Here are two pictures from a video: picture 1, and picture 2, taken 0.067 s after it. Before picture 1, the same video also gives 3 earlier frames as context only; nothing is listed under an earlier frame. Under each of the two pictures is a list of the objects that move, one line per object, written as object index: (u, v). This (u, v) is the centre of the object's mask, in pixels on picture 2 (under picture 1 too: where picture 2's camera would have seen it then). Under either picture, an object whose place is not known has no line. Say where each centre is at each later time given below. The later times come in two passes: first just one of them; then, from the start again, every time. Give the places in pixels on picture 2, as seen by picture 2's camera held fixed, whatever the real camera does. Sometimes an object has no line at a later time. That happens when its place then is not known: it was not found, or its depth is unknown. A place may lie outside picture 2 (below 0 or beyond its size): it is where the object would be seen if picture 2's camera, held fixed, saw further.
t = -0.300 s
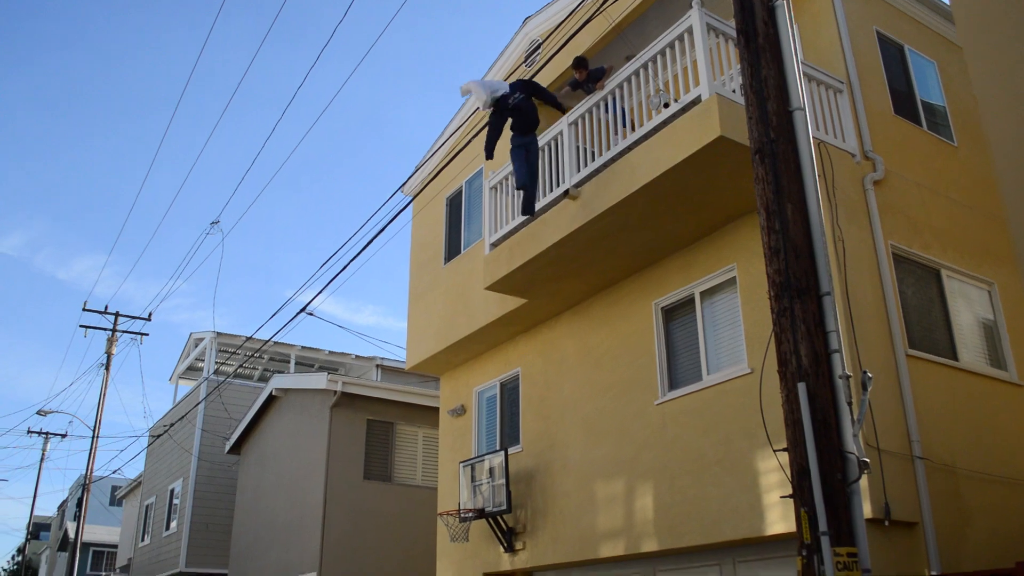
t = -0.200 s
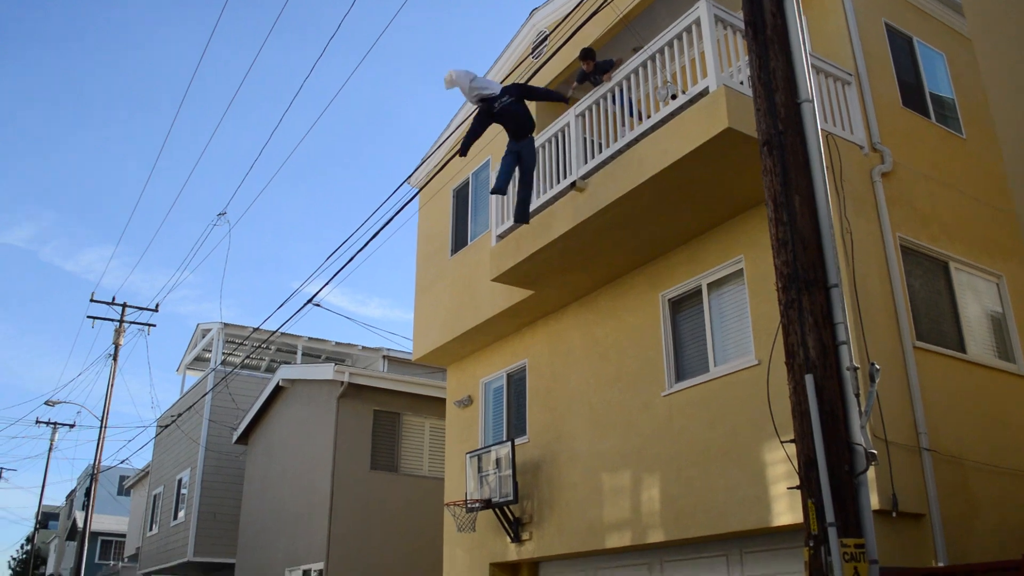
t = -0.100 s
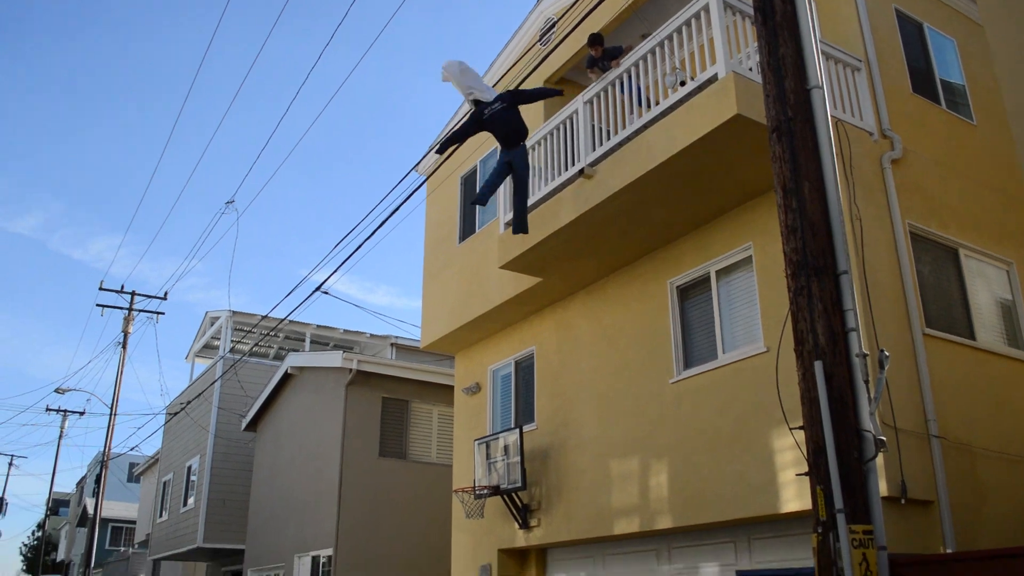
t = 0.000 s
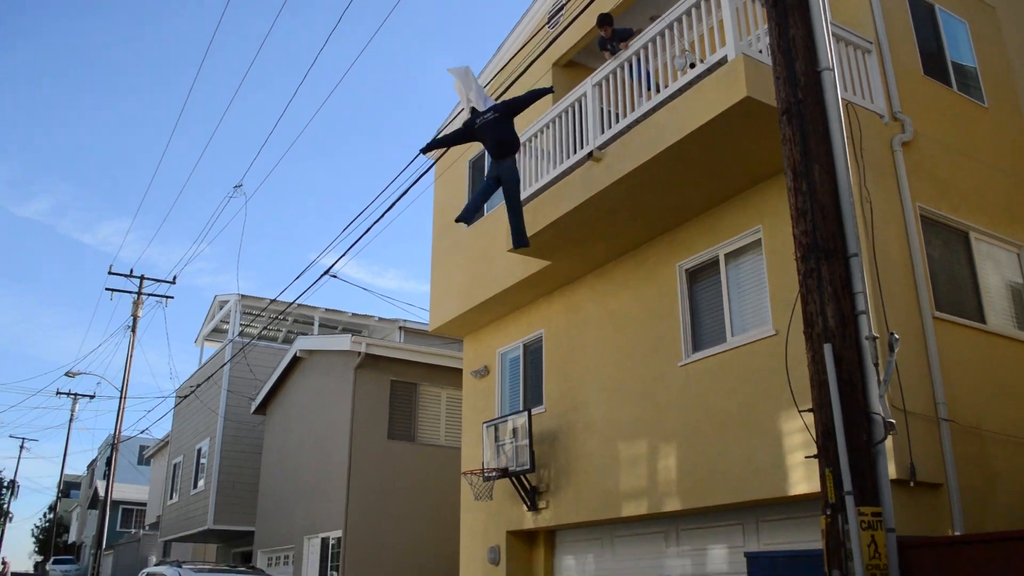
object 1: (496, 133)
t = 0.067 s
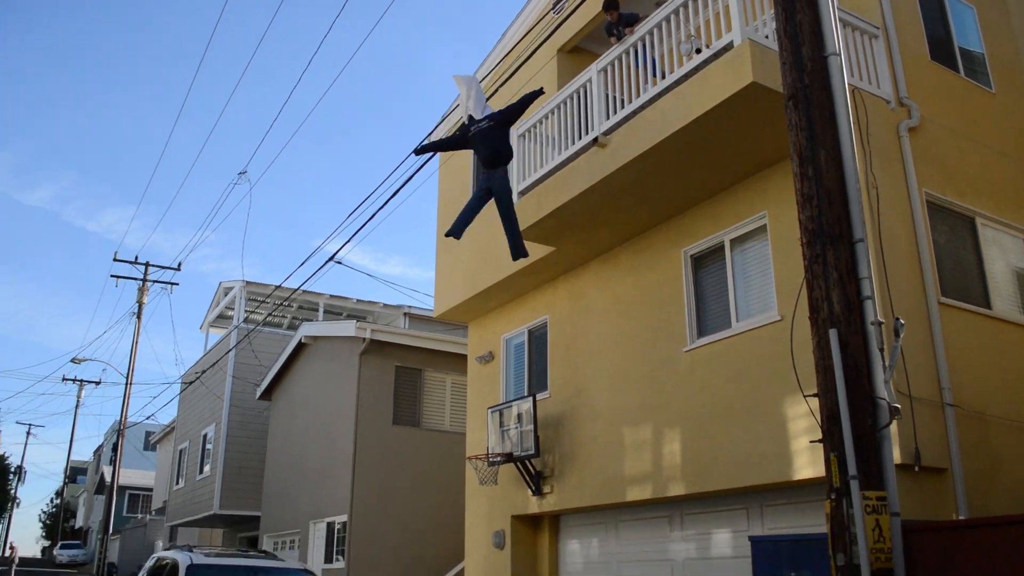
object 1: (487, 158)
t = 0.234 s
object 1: (461, 235)
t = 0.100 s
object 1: (482, 171)
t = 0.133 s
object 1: (477, 186)
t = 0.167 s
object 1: (471, 201)
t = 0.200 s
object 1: (466, 217)
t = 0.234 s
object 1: (461, 235)
